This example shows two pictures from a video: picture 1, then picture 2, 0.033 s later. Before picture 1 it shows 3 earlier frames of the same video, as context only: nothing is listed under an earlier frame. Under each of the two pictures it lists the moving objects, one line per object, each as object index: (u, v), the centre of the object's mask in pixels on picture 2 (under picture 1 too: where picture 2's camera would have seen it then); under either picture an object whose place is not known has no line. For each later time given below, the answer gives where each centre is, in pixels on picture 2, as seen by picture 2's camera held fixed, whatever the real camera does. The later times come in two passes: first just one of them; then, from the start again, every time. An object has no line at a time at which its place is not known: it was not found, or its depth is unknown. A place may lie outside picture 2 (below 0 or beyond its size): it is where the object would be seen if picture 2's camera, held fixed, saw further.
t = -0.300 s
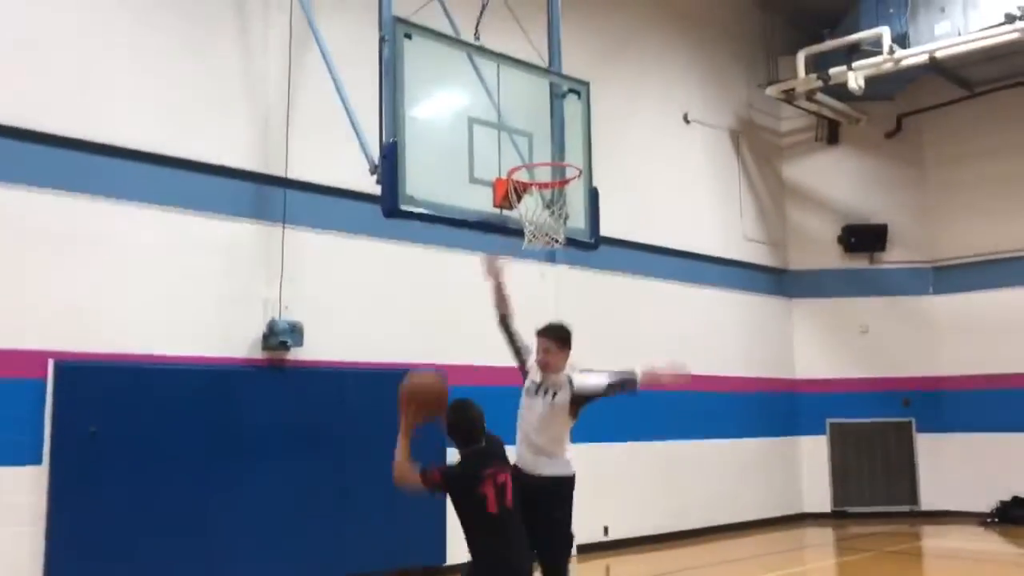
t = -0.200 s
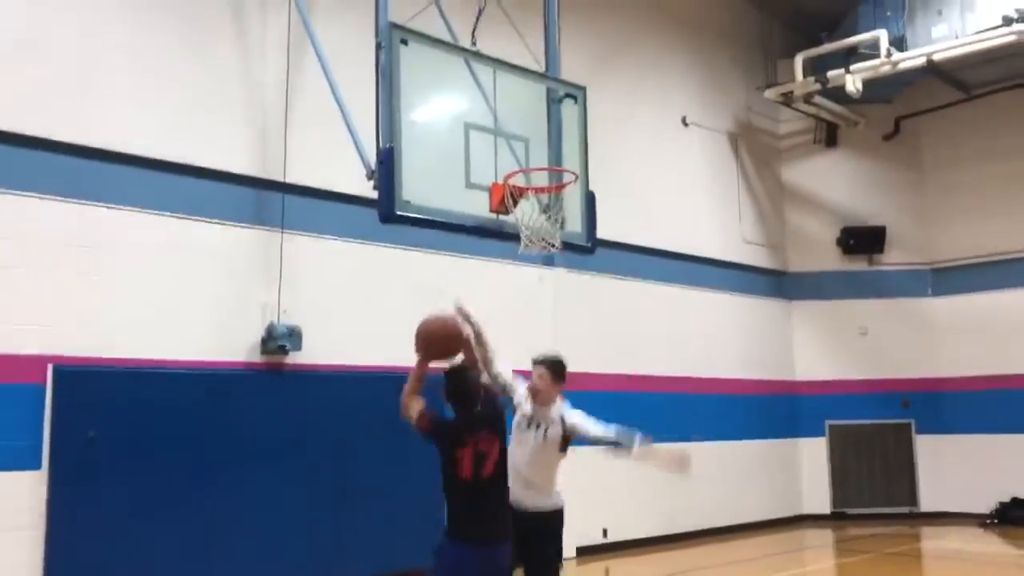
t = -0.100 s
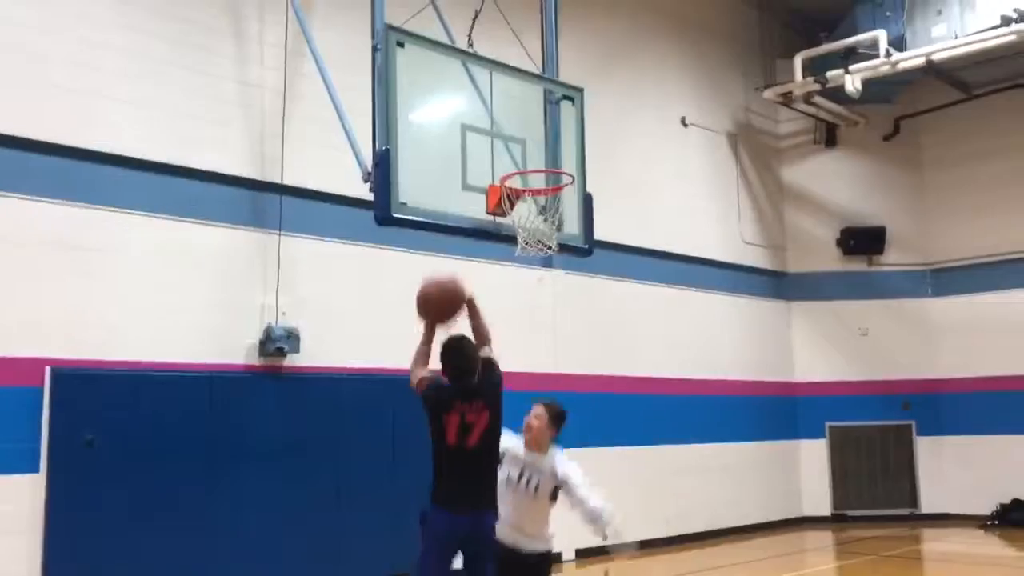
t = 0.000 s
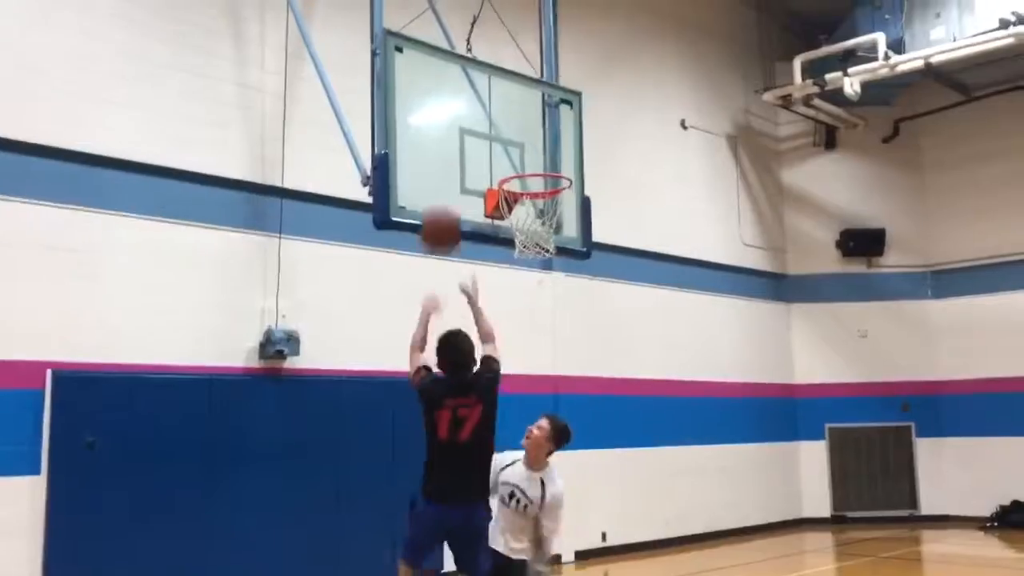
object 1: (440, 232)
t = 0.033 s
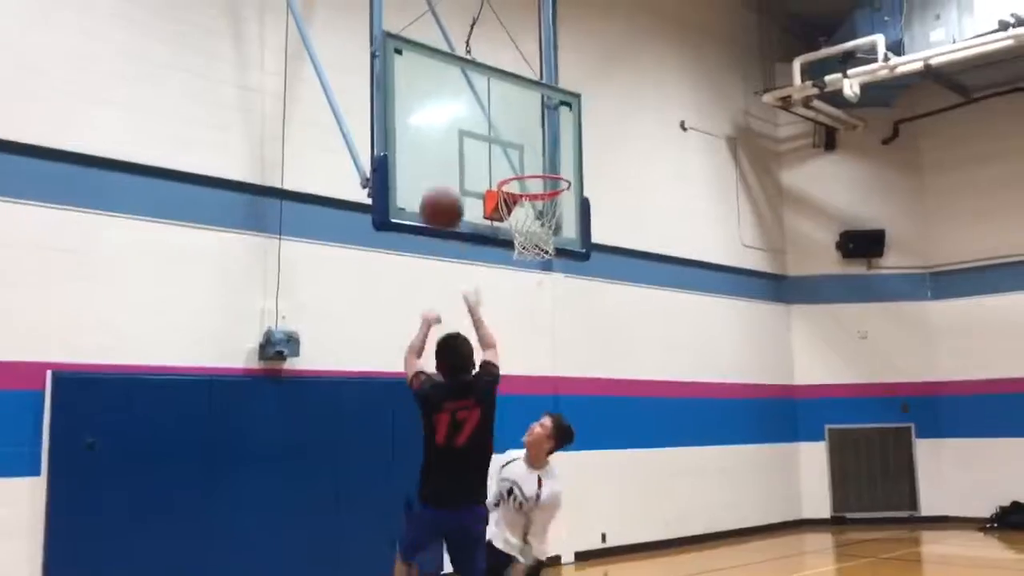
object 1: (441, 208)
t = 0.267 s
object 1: (456, 130)
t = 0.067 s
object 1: (443, 190)
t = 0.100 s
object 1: (445, 175)
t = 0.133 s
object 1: (447, 161)
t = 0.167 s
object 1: (450, 150)
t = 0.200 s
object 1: (452, 141)
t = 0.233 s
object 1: (454, 134)
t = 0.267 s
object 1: (456, 130)
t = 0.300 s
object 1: (458, 127)
